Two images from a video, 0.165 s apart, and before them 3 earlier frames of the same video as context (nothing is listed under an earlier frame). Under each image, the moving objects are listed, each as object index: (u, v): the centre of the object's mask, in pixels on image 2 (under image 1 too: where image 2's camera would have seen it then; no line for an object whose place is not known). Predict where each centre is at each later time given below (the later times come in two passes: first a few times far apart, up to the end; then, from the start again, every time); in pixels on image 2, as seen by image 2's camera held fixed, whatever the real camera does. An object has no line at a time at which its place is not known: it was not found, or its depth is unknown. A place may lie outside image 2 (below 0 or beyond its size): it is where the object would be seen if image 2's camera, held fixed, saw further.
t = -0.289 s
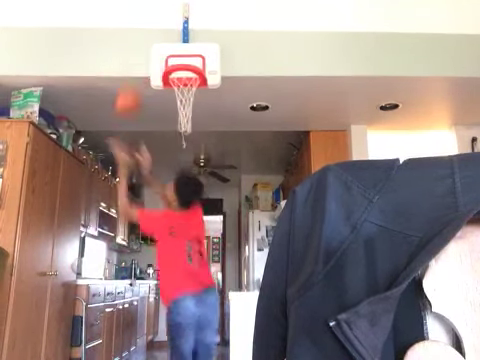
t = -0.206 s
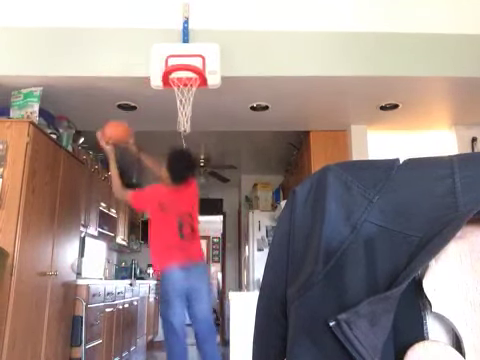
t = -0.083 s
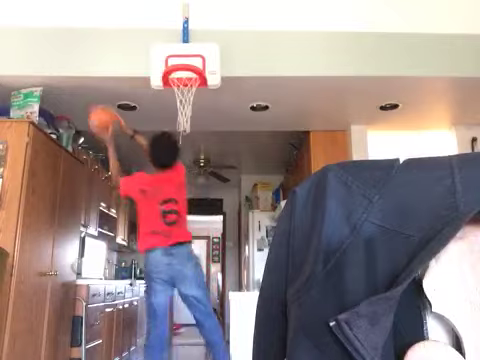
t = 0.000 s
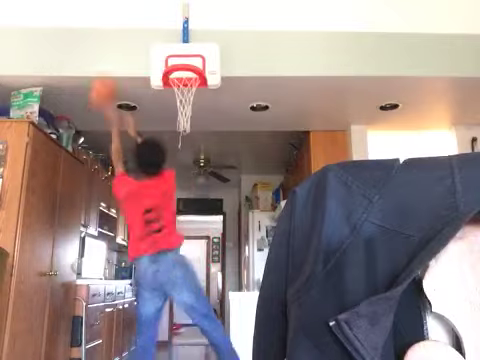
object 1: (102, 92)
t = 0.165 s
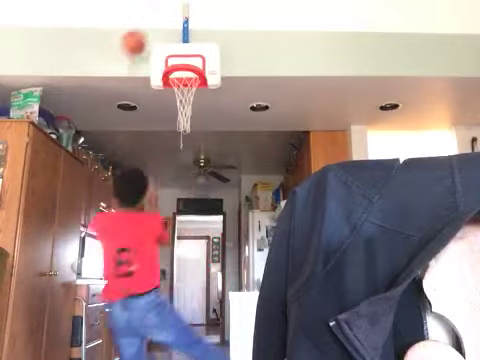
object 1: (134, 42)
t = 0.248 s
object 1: (147, 36)
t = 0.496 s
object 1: (172, 62)
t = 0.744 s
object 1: (185, 78)
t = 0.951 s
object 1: (177, 122)
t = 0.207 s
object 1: (140, 38)
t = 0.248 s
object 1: (147, 36)
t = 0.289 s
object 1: (153, 36)
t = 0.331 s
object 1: (159, 39)
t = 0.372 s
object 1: (164, 43)
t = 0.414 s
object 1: (167, 47)
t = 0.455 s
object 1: (169, 56)
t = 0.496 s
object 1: (172, 62)
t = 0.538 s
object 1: (177, 60)
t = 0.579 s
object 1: (187, 62)
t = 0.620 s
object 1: (183, 77)
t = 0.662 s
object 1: (186, 78)
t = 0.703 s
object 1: (184, 78)
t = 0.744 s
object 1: (185, 78)
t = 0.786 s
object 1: (180, 82)
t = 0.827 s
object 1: (180, 88)
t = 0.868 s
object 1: (179, 94)
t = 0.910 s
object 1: (177, 111)
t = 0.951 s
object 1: (177, 122)
